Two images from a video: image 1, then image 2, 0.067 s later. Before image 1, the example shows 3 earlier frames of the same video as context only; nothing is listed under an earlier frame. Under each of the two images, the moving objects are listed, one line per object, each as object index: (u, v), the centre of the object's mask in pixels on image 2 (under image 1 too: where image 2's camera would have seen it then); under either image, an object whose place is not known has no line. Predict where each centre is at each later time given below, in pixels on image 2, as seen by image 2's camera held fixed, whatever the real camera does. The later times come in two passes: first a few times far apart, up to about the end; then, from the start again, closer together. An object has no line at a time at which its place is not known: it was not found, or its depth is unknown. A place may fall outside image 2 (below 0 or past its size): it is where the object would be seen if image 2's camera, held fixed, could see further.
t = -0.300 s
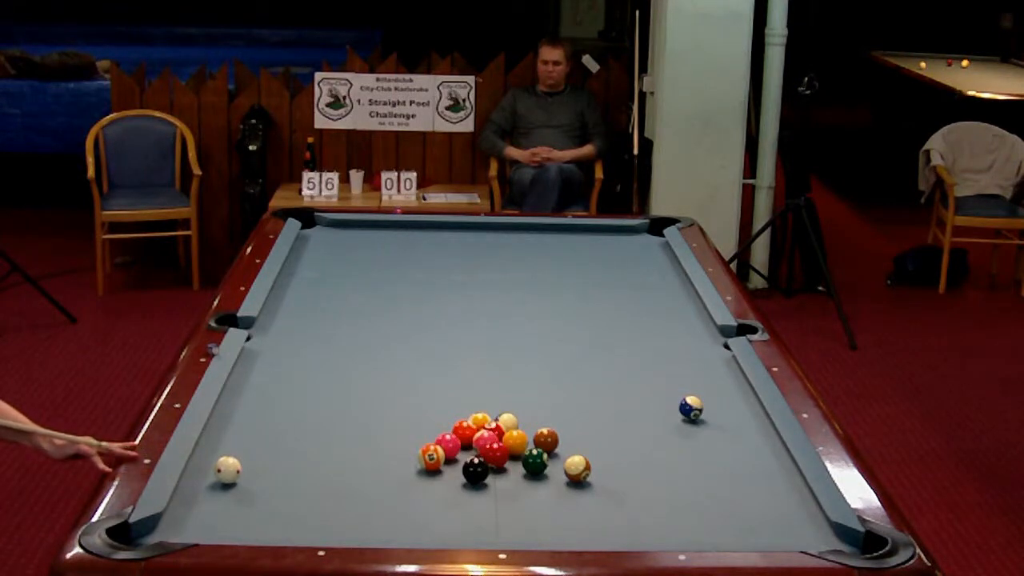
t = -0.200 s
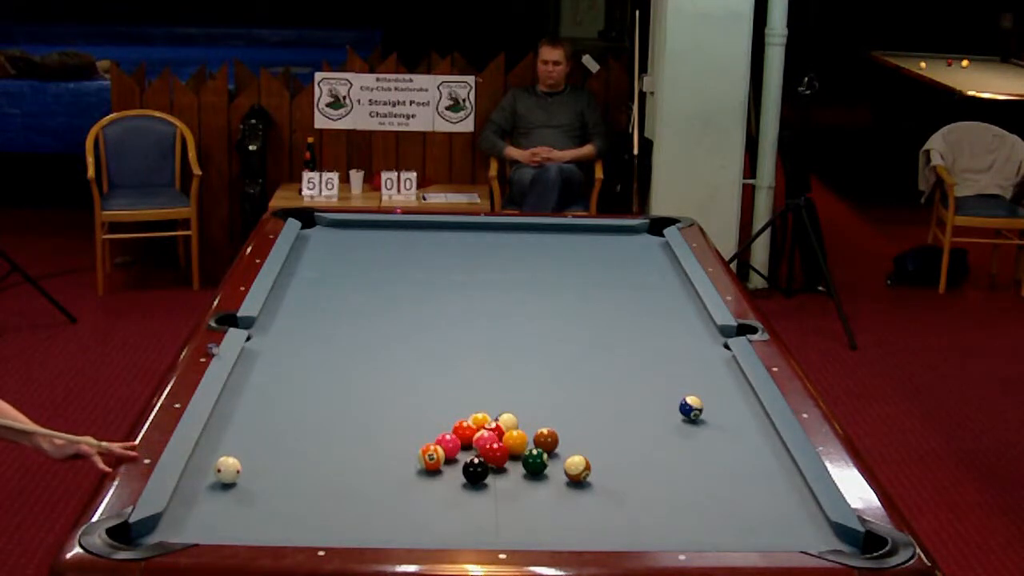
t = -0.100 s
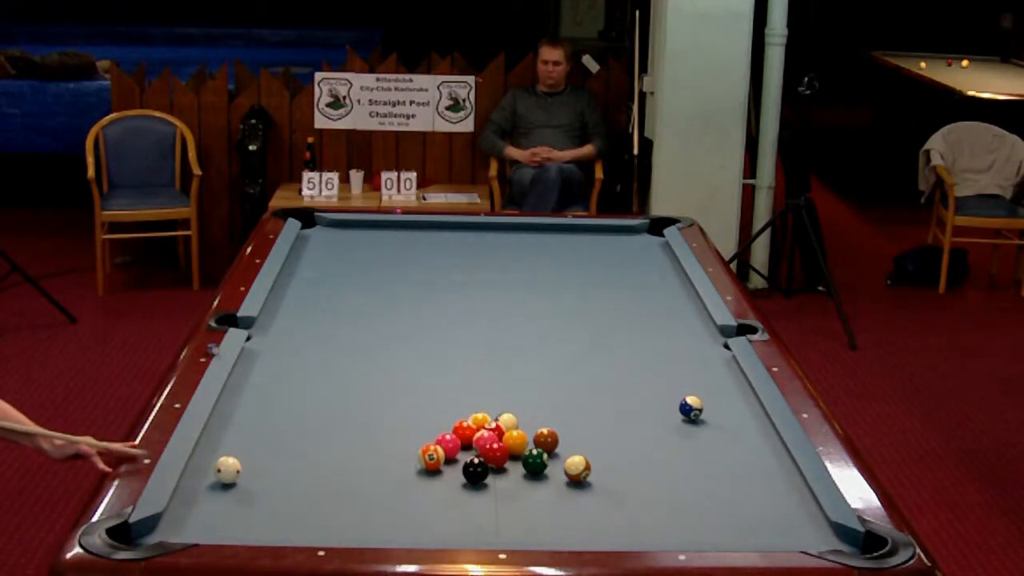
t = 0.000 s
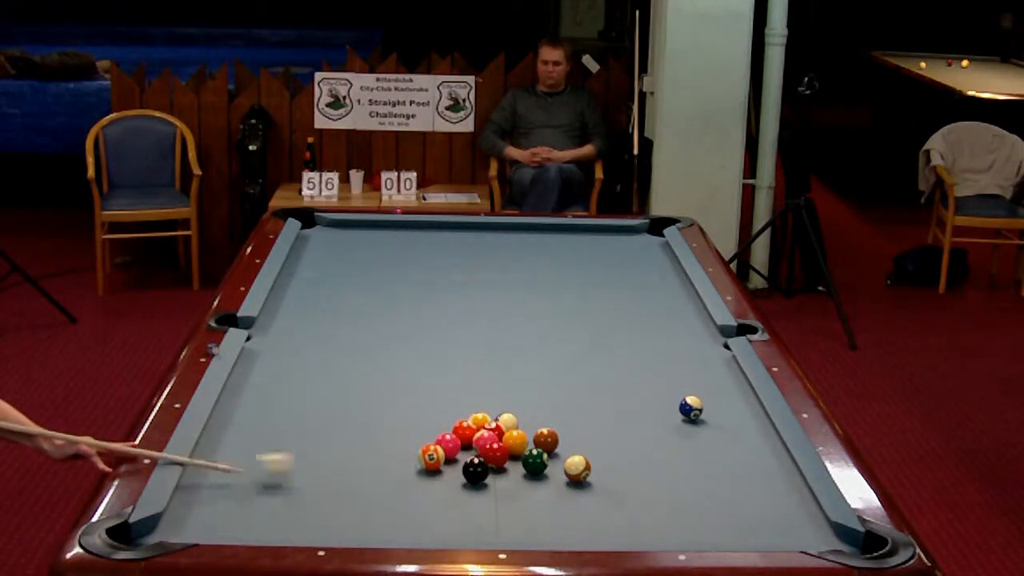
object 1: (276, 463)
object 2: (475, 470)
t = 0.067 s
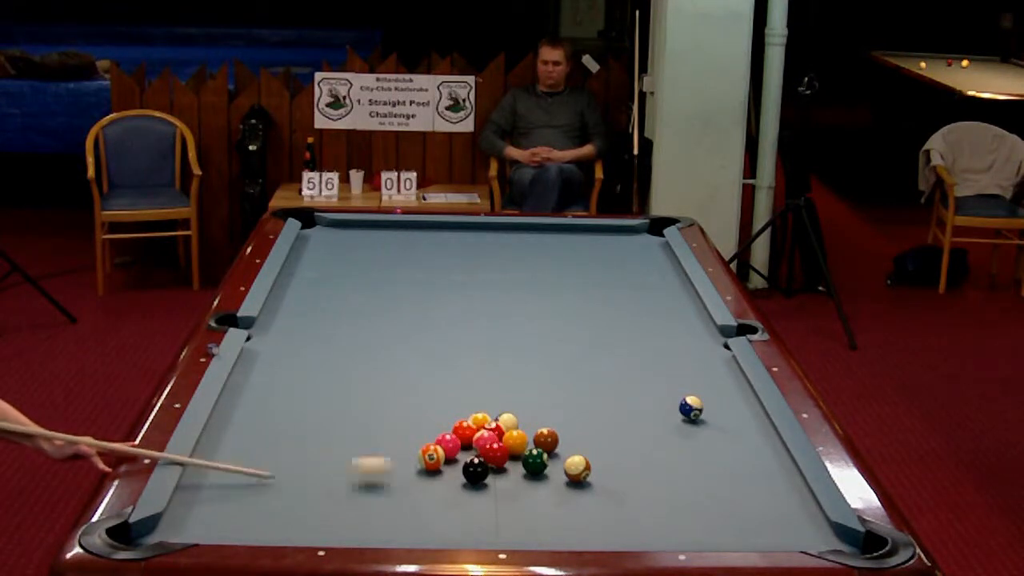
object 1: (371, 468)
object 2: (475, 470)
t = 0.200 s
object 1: (451, 472)
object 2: (546, 479)
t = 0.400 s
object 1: (477, 478)
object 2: (642, 516)
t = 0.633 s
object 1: (508, 483)
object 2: (726, 529)
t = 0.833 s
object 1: (534, 488)
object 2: (761, 516)
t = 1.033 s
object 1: (558, 491)
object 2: (792, 503)
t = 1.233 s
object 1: (582, 496)
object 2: (785, 491)
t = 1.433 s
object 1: (605, 500)
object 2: (760, 480)
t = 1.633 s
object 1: (626, 504)
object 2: (737, 469)
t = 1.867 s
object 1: (650, 507)
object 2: (713, 460)
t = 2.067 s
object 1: (669, 511)
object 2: (695, 452)
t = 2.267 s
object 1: (688, 514)
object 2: (678, 444)
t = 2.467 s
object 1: (704, 517)
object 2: (662, 437)
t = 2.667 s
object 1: (720, 520)
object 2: (648, 431)
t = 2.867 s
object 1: (733, 522)
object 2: (636, 426)
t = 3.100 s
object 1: (750, 525)
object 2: (623, 421)
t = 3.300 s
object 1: (760, 527)
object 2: (613, 417)
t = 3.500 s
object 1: (770, 527)
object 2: (604, 414)
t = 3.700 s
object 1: (779, 529)
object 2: (596, 411)
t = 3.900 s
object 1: (787, 530)
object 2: (590, 408)
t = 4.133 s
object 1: (793, 530)
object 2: (584, 406)
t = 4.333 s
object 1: (798, 531)
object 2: (579, 404)
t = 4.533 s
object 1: (802, 532)
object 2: (576, 403)
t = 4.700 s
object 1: (804, 532)
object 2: (575, 403)
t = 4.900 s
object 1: (805, 532)
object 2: (573, 403)
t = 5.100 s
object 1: (805, 533)
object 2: (573, 403)
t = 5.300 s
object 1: (805, 533)
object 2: (573, 403)
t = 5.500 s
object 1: (805, 533)
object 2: (573, 403)
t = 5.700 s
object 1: (805, 533)
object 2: (573, 403)
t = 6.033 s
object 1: (805, 533)
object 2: (573, 403)
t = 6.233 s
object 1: (805, 533)
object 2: (573, 403)
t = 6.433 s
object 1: (805, 533)
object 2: (573, 403)
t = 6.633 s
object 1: (805, 533)
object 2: (573, 403)
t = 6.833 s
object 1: (805, 533)
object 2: (573, 403)
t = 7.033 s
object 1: (805, 533)
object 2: (573, 403)
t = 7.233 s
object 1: (805, 533)
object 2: (573, 403)
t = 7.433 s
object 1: (805, 533)
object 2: (573, 403)
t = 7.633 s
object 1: (805, 533)
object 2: (573, 403)
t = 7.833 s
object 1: (805, 533)
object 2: (573, 403)
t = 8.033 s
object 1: (805, 533)
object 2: (573, 403)
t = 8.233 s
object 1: (805, 533)
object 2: (573, 403)
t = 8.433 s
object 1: (805, 533)
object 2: (573, 403)
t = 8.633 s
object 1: (805, 533)
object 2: (573, 403)
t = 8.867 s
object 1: (805, 533)
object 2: (573, 403)
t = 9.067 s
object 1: (805, 533)
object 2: (573, 403)
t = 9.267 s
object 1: (805, 533)
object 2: (573, 403)
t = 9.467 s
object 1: (805, 533)
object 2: (573, 403)
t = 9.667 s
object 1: (805, 533)
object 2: (573, 403)
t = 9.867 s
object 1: (805, 533)
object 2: (573, 403)
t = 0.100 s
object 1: (417, 469)
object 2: (475, 470)
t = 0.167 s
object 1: (450, 469)
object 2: (525, 474)
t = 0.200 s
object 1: (451, 472)
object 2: (546, 479)
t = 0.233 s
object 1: (453, 472)
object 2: (562, 489)
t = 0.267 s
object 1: (457, 474)
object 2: (581, 493)
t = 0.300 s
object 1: (461, 475)
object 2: (598, 500)
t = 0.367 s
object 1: (472, 477)
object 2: (628, 511)
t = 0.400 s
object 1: (477, 478)
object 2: (642, 516)
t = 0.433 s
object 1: (481, 479)
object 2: (659, 522)
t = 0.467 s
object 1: (486, 480)
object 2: (674, 526)
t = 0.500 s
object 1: (490, 480)
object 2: (690, 529)
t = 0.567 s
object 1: (499, 481)
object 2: (713, 532)
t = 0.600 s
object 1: (504, 482)
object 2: (720, 531)
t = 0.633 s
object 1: (508, 483)
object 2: (726, 529)
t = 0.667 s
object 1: (512, 484)
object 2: (732, 527)
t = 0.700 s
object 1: (517, 485)
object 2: (738, 526)
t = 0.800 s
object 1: (530, 487)
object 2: (755, 518)
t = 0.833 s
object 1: (534, 488)
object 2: (761, 516)
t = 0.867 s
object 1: (538, 489)
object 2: (766, 514)
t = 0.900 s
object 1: (542, 489)
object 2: (771, 512)
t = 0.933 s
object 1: (547, 490)
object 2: (777, 509)
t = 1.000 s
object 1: (554, 491)
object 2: (787, 505)
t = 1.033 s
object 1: (558, 491)
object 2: (792, 503)
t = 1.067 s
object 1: (563, 493)
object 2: (798, 500)
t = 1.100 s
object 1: (567, 493)
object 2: (803, 499)
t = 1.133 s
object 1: (571, 494)
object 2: (797, 497)
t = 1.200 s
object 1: (578, 495)
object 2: (788, 492)
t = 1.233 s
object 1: (582, 496)
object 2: (785, 491)
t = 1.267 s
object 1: (586, 496)
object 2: (780, 488)
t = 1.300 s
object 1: (589, 497)
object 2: (776, 487)
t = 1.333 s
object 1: (594, 498)
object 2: (772, 485)
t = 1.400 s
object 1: (601, 499)
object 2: (763, 482)
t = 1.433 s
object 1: (605, 500)
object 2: (760, 480)
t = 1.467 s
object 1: (608, 500)
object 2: (756, 478)
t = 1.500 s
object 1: (612, 501)
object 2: (752, 476)
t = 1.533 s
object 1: (615, 502)
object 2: (748, 475)
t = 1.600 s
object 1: (622, 503)
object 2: (740, 471)
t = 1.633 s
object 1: (626, 504)
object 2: (737, 469)
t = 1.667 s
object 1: (630, 504)
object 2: (734, 468)
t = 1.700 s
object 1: (633, 505)
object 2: (730, 466)
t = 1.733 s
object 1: (636, 505)
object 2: (726, 465)
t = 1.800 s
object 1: (643, 506)
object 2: (719, 462)
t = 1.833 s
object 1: (647, 507)
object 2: (716, 461)
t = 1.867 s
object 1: (650, 507)
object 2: (713, 460)
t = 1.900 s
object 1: (653, 508)
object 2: (710, 458)
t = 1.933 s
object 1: (657, 509)
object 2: (708, 456)
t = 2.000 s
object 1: (663, 509)
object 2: (701, 454)
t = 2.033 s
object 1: (666, 511)
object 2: (698, 453)
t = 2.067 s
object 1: (669, 511)
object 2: (695, 452)
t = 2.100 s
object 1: (672, 512)
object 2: (692, 450)
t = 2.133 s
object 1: (675, 512)
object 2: (688, 449)
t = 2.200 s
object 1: (681, 513)
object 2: (683, 447)
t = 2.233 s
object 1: (684, 514)
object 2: (680, 445)
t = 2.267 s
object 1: (688, 514)
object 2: (678, 444)
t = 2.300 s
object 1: (690, 515)
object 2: (675, 443)
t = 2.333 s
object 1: (693, 515)
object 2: (672, 441)
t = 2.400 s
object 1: (698, 516)
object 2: (667, 440)
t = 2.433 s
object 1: (701, 517)
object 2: (664, 438)
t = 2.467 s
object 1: (704, 517)
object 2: (662, 437)
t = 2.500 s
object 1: (707, 518)
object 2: (659, 436)
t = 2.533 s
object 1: (709, 518)
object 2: (657, 436)
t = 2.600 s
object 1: (715, 519)
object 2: (653, 433)
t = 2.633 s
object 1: (717, 520)
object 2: (650, 433)
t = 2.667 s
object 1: (720, 520)
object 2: (648, 431)
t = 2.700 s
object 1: (722, 520)
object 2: (646, 430)
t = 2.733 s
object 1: (724, 520)
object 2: (644, 430)
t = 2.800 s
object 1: (729, 521)
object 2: (640, 428)
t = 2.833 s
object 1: (731, 522)
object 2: (638, 427)
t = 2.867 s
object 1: (733, 522)
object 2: (636, 426)
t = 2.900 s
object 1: (735, 522)
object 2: (634, 425)
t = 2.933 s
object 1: (738, 523)
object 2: (632, 425)
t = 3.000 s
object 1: (742, 524)
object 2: (629, 424)
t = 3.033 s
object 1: (744, 524)
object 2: (627, 422)
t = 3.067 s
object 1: (747, 525)
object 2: (625, 422)
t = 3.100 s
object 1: (750, 525)
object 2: (623, 421)
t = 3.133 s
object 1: (751, 525)
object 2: (621, 421)
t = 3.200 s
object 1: (755, 526)
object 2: (618, 419)
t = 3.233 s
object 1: (757, 526)
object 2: (616, 418)
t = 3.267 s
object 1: (759, 526)
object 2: (615, 417)
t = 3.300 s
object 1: (760, 527)
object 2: (613, 417)
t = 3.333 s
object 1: (762, 527)
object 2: (611, 416)
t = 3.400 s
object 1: (765, 527)
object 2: (608, 415)
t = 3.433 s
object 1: (767, 527)
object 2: (607, 414)
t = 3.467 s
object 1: (769, 527)
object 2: (605, 414)
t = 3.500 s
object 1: (770, 527)
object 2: (604, 414)
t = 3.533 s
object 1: (772, 528)
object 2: (603, 413)
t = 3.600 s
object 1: (775, 528)
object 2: (600, 412)
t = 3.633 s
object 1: (776, 528)
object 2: (599, 411)
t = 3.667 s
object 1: (778, 529)
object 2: (598, 411)
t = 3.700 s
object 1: (779, 529)
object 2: (596, 411)
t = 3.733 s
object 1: (780, 529)
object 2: (595, 410)
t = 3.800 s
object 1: (783, 530)
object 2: (593, 409)
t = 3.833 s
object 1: (784, 530)
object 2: (592, 409)
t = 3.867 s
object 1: (786, 530)
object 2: (591, 409)
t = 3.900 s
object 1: (787, 530)
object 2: (590, 408)
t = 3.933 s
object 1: (788, 530)
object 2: (589, 408)
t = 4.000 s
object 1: (789, 530)
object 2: (587, 407)
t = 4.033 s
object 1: (791, 530)
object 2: (586, 407)
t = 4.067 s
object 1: (792, 530)
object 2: (585, 406)
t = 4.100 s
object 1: (792, 530)
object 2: (585, 406)
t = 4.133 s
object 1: (793, 530)
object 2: (584, 406)
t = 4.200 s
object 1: (795, 531)
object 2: (582, 406)
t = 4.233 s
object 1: (796, 531)
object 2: (581, 405)
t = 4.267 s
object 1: (796, 531)
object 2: (581, 405)
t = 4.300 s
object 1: (797, 531)
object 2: (580, 405)
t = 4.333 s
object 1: (798, 531)
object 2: (579, 404)
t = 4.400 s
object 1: (799, 531)
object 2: (578, 404)
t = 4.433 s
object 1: (800, 532)
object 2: (578, 404)
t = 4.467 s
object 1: (800, 532)
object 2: (577, 404)
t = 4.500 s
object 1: (801, 532)
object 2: (577, 403)
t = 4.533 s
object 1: (802, 532)
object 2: (576, 403)
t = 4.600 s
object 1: (803, 533)
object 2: (575, 403)
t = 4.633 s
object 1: (803, 532)
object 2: (575, 403)
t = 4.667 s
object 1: (803, 532)
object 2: (575, 403)
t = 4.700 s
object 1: (804, 532)
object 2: (575, 403)
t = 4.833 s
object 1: (804, 533)
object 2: (574, 403)
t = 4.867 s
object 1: (804, 533)
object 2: (573, 403)
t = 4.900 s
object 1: (805, 532)
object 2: (573, 403)
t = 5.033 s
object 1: (805, 533)
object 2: (573, 403)
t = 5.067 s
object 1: (805, 533)
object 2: (573, 403)
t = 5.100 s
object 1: (805, 533)
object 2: (573, 403)
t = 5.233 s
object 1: (805, 533)
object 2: (573, 402)
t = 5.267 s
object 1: (805, 533)
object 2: (573, 403)
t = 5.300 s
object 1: (805, 533)
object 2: (573, 403)
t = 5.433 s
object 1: (805, 532)
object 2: (573, 403)
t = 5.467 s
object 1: (805, 533)
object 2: (573, 403)
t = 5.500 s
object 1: (805, 533)
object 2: (573, 403)
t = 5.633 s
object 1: (805, 533)
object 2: (573, 403)
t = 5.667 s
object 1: (805, 533)
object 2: (573, 403)
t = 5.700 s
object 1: (805, 533)
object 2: (573, 403)
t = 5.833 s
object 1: (805, 533)
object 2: (573, 403)
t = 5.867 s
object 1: (805, 533)
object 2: (573, 403)
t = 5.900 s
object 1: (805, 533)
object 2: (573, 403)
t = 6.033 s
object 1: (805, 533)
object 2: (573, 403)
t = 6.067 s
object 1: (805, 533)
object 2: (573, 403)
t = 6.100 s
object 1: (805, 533)
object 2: (573, 403)
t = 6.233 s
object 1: (805, 533)
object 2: (573, 403)
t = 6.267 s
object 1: (805, 533)
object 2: (573, 403)
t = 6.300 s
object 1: (805, 533)
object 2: (573, 403)
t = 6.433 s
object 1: (805, 533)
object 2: (573, 403)
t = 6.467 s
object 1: (805, 533)
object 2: (573, 403)
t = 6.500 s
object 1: (805, 533)
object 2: (573, 402)
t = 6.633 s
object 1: (805, 533)
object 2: (573, 403)
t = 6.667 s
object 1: (805, 533)
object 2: (573, 403)
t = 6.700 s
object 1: (805, 533)
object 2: (573, 403)
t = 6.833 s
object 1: (805, 533)
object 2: (573, 403)
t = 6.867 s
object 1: (805, 533)
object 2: (573, 403)
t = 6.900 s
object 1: (805, 533)
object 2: (573, 403)
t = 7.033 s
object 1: (805, 533)
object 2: (573, 403)
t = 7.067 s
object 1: (805, 533)
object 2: (573, 403)
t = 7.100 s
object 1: (805, 533)
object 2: (573, 403)
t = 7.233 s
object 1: (805, 533)
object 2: (573, 403)
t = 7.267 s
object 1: (805, 533)
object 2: (573, 403)
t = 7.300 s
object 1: (805, 533)
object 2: (573, 403)
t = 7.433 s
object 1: (805, 533)
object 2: (573, 403)
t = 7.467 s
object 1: (805, 533)
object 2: (573, 403)
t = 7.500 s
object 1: (805, 533)
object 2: (573, 403)
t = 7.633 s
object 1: (805, 533)
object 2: (573, 403)
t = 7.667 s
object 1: (805, 533)
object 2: (573, 403)
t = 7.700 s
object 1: (805, 533)
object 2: (573, 403)
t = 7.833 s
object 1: (805, 533)
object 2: (573, 403)
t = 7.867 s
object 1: (805, 533)
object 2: (573, 403)
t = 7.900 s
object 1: (805, 533)
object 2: (573, 403)
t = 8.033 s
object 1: (805, 533)
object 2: (573, 403)
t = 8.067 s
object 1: (805, 533)
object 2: (573, 403)
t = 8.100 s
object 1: (805, 533)
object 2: (573, 403)
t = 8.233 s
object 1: (805, 533)
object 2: (573, 403)
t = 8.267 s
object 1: (805, 533)
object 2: (573, 403)
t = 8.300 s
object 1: (805, 533)
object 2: (573, 403)
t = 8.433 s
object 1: (805, 533)
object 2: (573, 403)
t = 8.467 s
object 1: (805, 533)
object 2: (573, 403)
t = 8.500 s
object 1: (805, 533)
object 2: (573, 403)
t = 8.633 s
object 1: (805, 533)
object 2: (573, 403)
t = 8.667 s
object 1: (805, 533)
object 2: (573, 403)
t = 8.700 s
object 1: (805, 533)
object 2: (573, 403)
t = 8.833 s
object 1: (805, 533)
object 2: (574, 403)
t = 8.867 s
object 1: (805, 533)
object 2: (573, 403)
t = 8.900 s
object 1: (805, 533)
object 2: (573, 403)
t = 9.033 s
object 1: (805, 533)
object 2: (573, 403)
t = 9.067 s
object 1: (805, 533)
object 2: (573, 403)
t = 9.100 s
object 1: (805, 533)
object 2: (573, 403)
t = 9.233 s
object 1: (805, 533)
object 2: (573, 403)
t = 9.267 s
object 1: (805, 533)
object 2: (573, 403)
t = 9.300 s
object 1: (805, 533)
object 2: (573, 403)
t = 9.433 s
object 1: (805, 533)
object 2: (574, 403)
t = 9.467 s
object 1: (805, 533)
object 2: (573, 403)
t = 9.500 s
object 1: (805, 533)
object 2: (574, 403)
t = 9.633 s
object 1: (805, 533)
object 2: (573, 403)
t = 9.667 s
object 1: (805, 533)
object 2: (573, 403)
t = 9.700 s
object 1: (805, 533)
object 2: (573, 403)
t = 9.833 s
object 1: (805, 533)
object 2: (574, 403)
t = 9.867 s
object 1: (805, 533)
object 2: (573, 403)
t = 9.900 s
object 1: (805, 533)
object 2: (573, 403)
